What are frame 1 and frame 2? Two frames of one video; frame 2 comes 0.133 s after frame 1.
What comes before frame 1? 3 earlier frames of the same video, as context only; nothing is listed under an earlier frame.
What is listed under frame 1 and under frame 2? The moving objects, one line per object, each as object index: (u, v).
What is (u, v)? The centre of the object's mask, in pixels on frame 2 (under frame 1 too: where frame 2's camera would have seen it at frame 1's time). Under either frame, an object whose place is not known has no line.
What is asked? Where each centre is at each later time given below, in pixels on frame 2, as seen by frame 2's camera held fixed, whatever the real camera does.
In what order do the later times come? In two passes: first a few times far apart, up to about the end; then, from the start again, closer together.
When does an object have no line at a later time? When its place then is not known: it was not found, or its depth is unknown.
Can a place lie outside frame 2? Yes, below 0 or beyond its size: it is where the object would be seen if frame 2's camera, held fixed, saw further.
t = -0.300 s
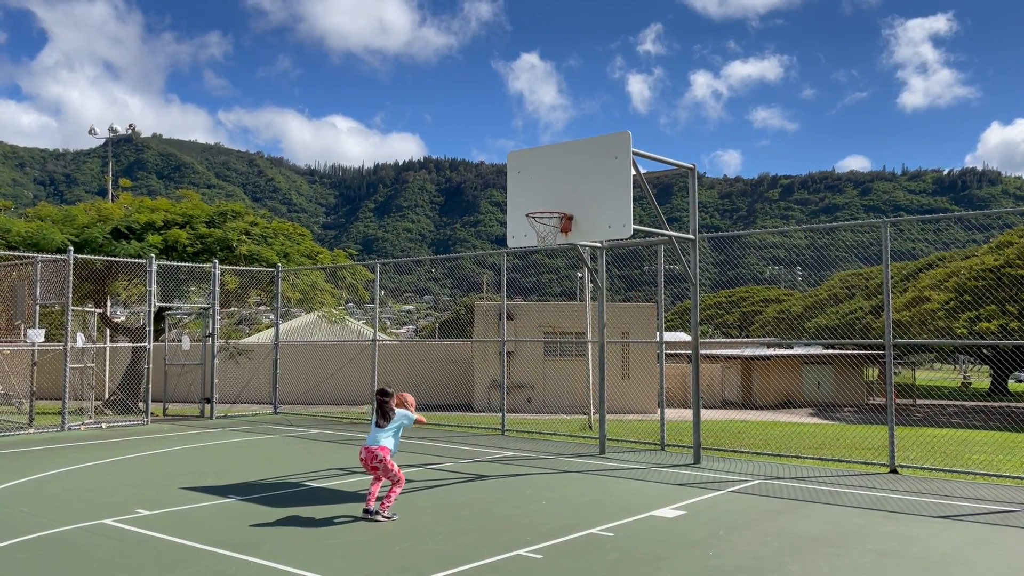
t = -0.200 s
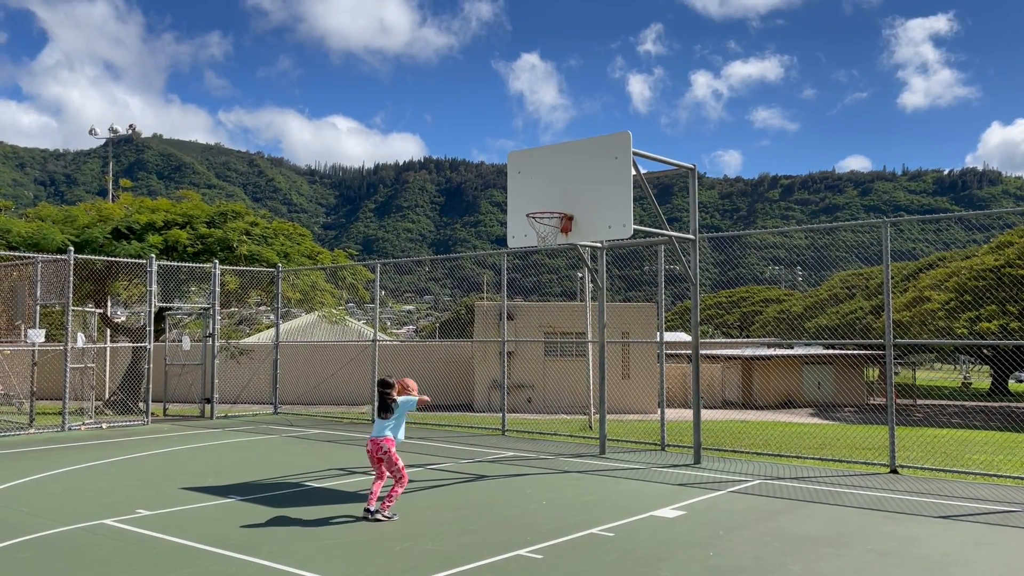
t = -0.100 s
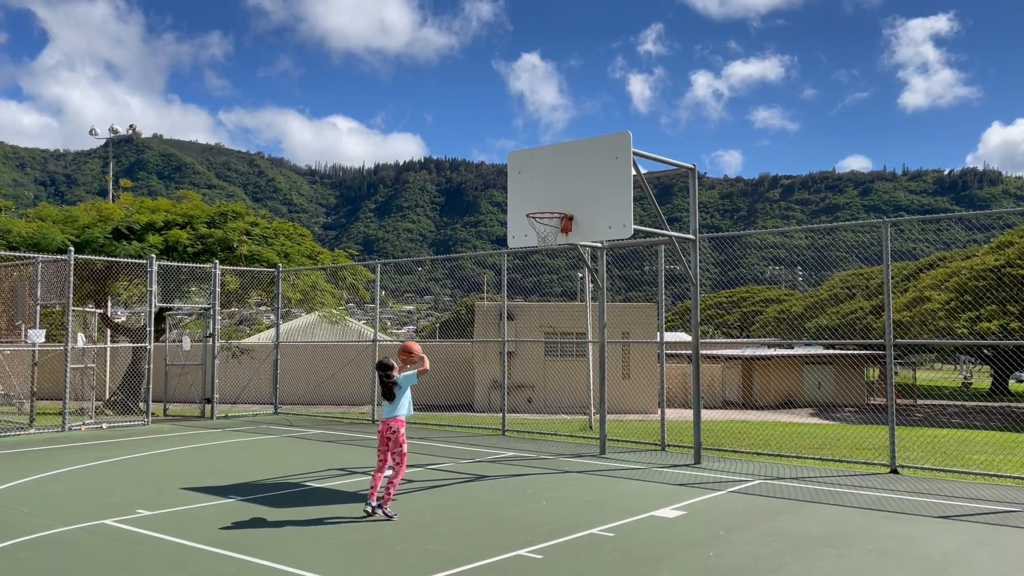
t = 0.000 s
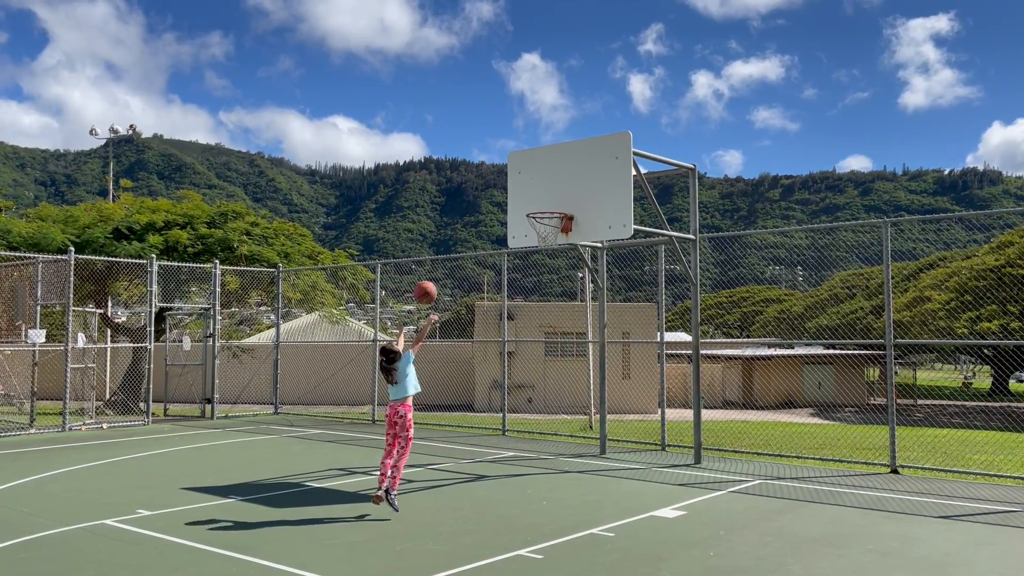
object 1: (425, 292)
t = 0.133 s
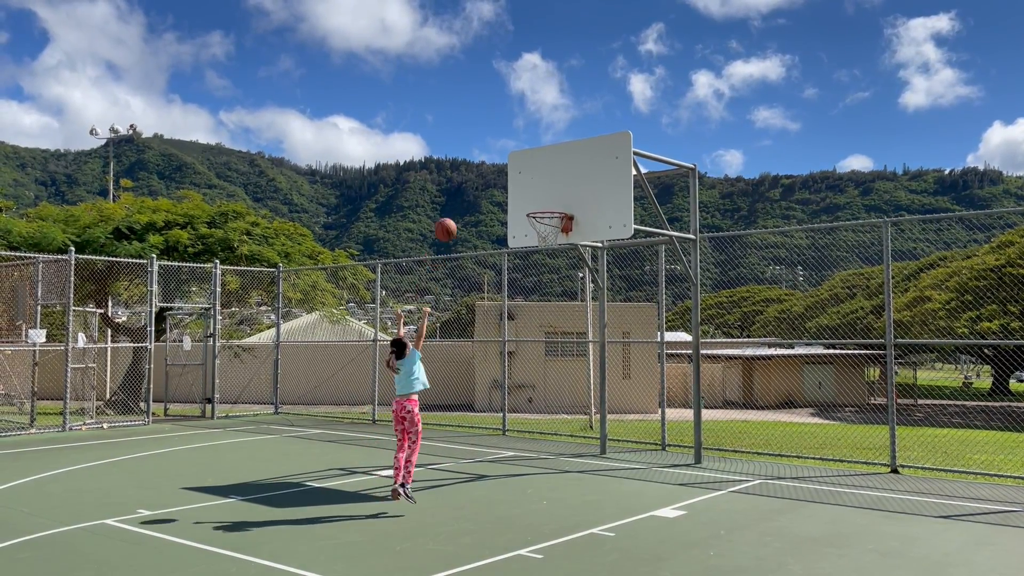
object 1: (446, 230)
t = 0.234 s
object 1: (459, 195)
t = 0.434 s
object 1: (485, 159)
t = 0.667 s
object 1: (513, 163)
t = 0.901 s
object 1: (540, 208)
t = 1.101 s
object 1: (565, 188)
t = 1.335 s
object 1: (597, 206)
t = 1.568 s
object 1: (634, 275)
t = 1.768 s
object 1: (666, 378)
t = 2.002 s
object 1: (708, 444)
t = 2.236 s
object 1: (747, 337)
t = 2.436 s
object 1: (783, 286)
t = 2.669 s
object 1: (829, 275)
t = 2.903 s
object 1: (881, 324)
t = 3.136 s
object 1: (938, 434)
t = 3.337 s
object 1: (988, 470)
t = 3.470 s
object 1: (1016, 410)
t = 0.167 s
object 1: (450, 217)
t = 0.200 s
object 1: (455, 205)
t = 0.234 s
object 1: (459, 195)
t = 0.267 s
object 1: (464, 187)
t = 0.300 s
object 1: (468, 179)
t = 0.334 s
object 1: (473, 172)
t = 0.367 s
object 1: (476, 166)
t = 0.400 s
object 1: (481, 162)
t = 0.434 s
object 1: (485, 159)
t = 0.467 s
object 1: (489, 156)
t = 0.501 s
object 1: (493, 155)
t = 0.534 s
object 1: (497, 155)
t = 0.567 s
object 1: (501, 156)
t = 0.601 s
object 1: (505, 157)
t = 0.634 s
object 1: (509, 160)
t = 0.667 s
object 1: (513, 163)
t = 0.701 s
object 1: (517, 167)
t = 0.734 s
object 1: (521, 173)
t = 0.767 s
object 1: (525, 179)
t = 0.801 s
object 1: (529, 186)
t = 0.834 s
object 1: (533, 193)
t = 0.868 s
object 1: (536, 202)
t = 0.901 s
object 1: (540, 208)
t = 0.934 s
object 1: (544, 203)
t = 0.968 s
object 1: (548, 198)
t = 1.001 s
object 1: (552, 194)
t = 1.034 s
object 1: (557, 192)
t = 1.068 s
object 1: (561, 190)
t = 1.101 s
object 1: (565, 188)
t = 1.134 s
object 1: (570, 188)
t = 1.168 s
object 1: (574, 189)
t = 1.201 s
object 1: (578, 190)
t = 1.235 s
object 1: (583, 193)
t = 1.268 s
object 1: (588, 197)
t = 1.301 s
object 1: (593, 201)
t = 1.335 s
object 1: (597, 206)
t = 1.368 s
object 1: (602, 213)
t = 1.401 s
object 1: (607, 221)
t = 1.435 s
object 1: (612, 230)
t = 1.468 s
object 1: (617, 239)
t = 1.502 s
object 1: (623, 250)
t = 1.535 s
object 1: (628, 261)
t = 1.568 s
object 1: (634, 275)
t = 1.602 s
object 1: (639, 289)
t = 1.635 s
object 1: (644, 304)
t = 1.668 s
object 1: (650, 321)
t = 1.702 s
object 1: (655, 339)
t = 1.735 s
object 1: (661, 358)
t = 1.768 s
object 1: (666, 378)
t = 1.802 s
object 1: (673, 399)
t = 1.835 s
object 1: (678, 424)
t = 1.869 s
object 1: (685, 447)
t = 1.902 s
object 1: (691, 473)
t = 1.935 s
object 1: (697, 485)
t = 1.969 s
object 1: (702, 464)
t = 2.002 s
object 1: (708, 444)
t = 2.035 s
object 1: (712, 426)
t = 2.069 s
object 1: (717, 408)
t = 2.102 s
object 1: (723, 392)
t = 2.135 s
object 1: (729, 376)
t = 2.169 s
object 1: (735, 362)
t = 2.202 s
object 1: (741, 349)
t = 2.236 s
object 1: (747, 337)
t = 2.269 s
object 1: (753, 326)
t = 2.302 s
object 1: (758, 316)
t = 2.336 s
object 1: (765, 307)
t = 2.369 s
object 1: (770, 299)
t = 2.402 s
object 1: (776, 292)
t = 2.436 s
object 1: (783, 286)
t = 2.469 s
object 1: (789, 282)
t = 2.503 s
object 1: (795, 278)
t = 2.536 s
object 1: (802, 275)
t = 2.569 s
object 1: (809, 274)
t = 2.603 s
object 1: (815, 273)
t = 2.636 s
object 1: (822, 274)
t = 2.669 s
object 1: (829, 275)
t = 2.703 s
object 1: (836, 278)
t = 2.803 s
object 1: (858, 295)
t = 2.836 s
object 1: (866, 304)
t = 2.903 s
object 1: (881, 324)
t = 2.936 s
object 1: (889, 335)
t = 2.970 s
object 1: (896, 348)
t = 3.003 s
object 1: (904, 363)
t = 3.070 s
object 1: (921, 396)
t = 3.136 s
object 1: (938, 434)
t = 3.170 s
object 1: (947, 455)
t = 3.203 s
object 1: (956, 478)
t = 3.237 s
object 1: (966, 503)
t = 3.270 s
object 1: (975, 509)
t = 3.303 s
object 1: (981, 489)
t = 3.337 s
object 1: (988, 470)
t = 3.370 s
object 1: (994, 453)
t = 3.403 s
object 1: (1001, 437)
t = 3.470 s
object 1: (1016, 410)
